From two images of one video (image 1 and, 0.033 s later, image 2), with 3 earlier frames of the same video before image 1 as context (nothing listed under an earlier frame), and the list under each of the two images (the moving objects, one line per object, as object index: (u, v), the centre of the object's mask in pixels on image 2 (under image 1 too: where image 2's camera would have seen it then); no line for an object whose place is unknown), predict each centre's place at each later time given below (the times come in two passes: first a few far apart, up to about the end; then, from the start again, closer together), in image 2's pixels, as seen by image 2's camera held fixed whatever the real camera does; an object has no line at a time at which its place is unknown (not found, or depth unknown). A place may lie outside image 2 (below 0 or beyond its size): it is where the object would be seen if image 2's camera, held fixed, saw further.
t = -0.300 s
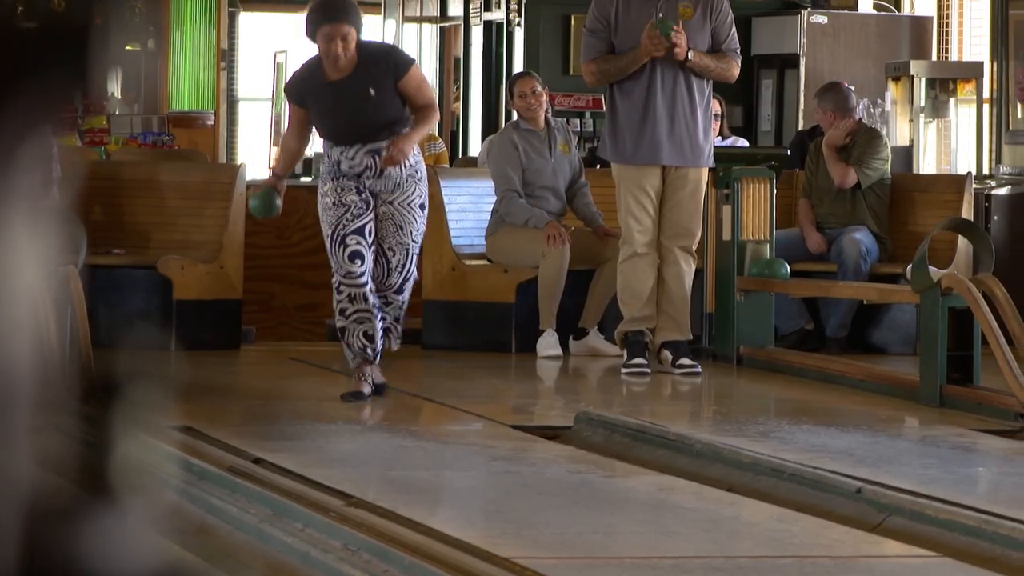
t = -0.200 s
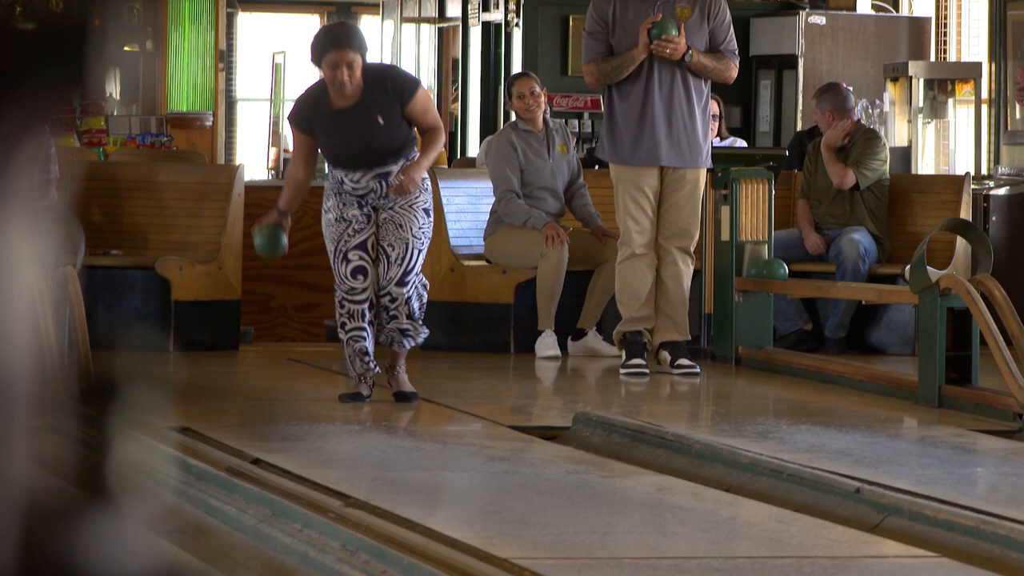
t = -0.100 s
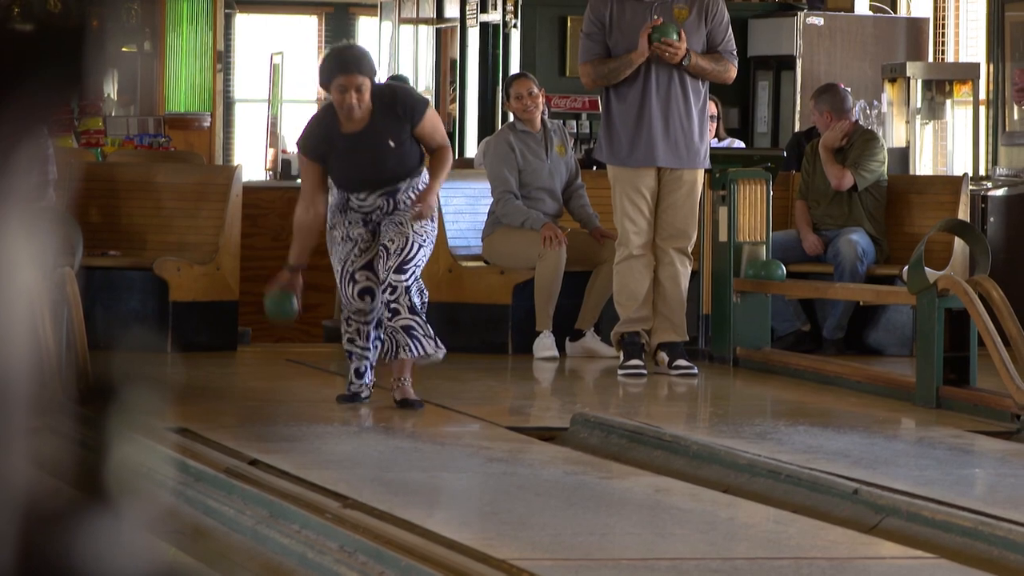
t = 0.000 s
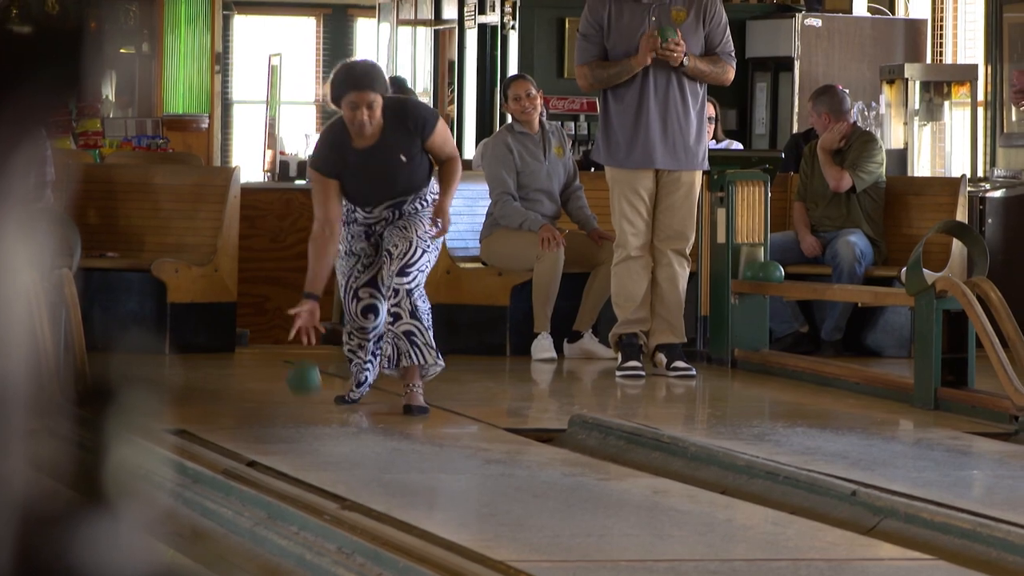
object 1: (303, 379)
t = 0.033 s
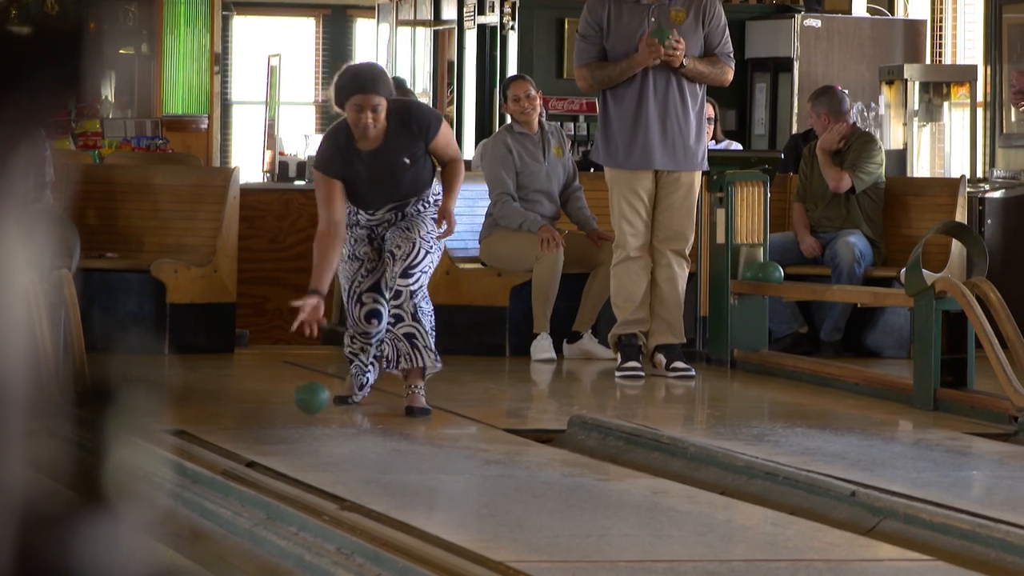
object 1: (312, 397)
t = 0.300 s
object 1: (388, 426)
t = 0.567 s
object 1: (466, 451)
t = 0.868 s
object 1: (549, 481)
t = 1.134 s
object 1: (628, 512)
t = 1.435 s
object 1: (734, 543)
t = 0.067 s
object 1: (321, 395)
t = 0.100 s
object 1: (330, 396)
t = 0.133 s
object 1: (340, 400)
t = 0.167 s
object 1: (349, 407)
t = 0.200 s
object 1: (358, 416)
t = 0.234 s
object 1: (368, 419)
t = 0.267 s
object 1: (378, 423)
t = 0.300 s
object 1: (388, 426)
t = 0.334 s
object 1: (397, 429)
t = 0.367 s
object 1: (407, 433)
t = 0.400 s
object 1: (417, 435)
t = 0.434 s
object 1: (427, 440)
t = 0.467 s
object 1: (436, 442)
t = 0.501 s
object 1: (446, 445)
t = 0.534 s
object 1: (456, 448)
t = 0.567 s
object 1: (466, 451)
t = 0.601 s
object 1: (475, 454)
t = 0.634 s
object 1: (485, 458)
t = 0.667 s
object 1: (494, 462)
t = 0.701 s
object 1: (503, 465)
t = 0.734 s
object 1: (513, 468)
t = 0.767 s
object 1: (522, 472)
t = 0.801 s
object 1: (531, 475)
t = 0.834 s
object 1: (540, 478)
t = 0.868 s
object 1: (549, 481)
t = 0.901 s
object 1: (558, 486)
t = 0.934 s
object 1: (567, 488)
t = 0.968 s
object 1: (577, 492)
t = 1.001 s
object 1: (586, 496)
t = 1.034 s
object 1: (596, 499)
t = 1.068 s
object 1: (606, 503)
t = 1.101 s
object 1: (617, 508)
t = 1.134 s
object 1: (628, 512)
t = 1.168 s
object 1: (639, 516)
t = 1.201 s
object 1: (650, 519)
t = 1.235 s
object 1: (661, 524)
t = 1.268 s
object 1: (672, 529)
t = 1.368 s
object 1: (708, 538)
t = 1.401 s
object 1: (721, 541)
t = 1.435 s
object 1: (734, 543)
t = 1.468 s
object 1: (748, 544)
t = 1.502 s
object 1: (761, 547)
